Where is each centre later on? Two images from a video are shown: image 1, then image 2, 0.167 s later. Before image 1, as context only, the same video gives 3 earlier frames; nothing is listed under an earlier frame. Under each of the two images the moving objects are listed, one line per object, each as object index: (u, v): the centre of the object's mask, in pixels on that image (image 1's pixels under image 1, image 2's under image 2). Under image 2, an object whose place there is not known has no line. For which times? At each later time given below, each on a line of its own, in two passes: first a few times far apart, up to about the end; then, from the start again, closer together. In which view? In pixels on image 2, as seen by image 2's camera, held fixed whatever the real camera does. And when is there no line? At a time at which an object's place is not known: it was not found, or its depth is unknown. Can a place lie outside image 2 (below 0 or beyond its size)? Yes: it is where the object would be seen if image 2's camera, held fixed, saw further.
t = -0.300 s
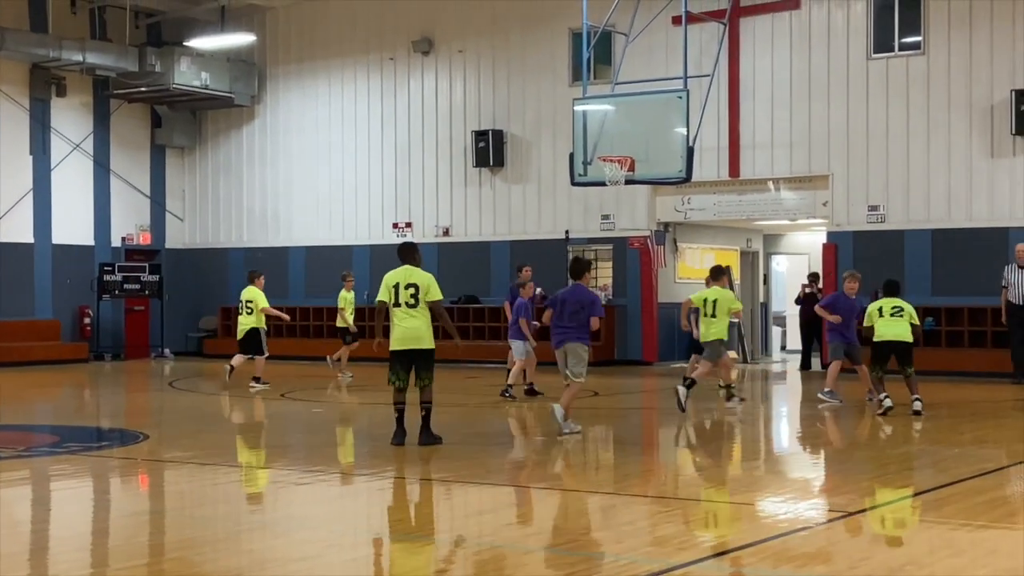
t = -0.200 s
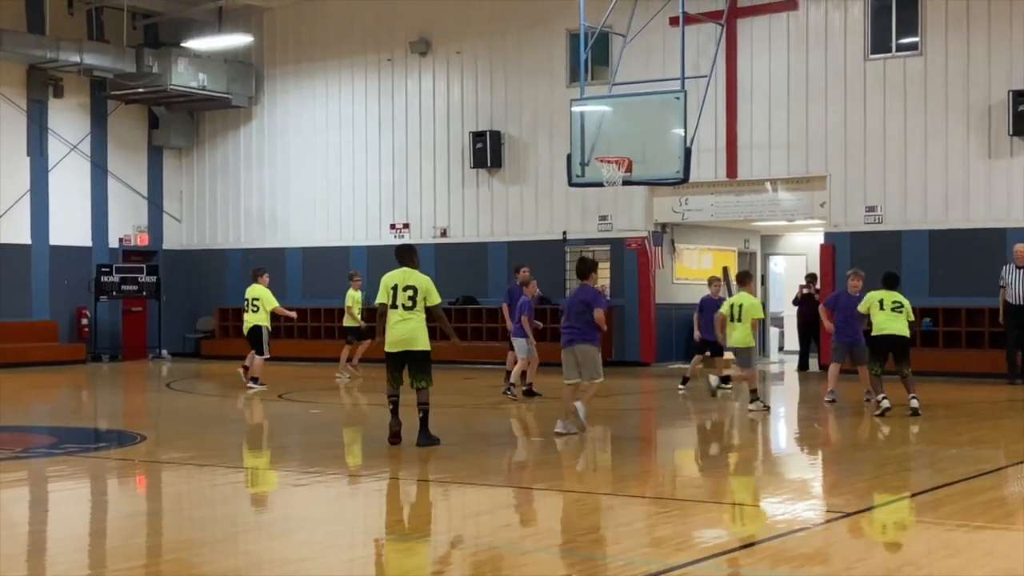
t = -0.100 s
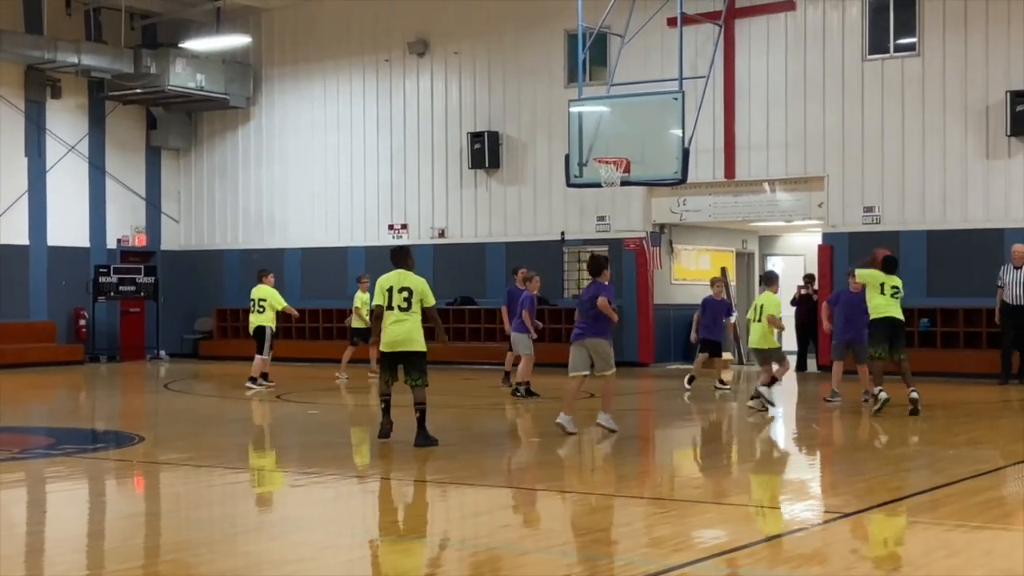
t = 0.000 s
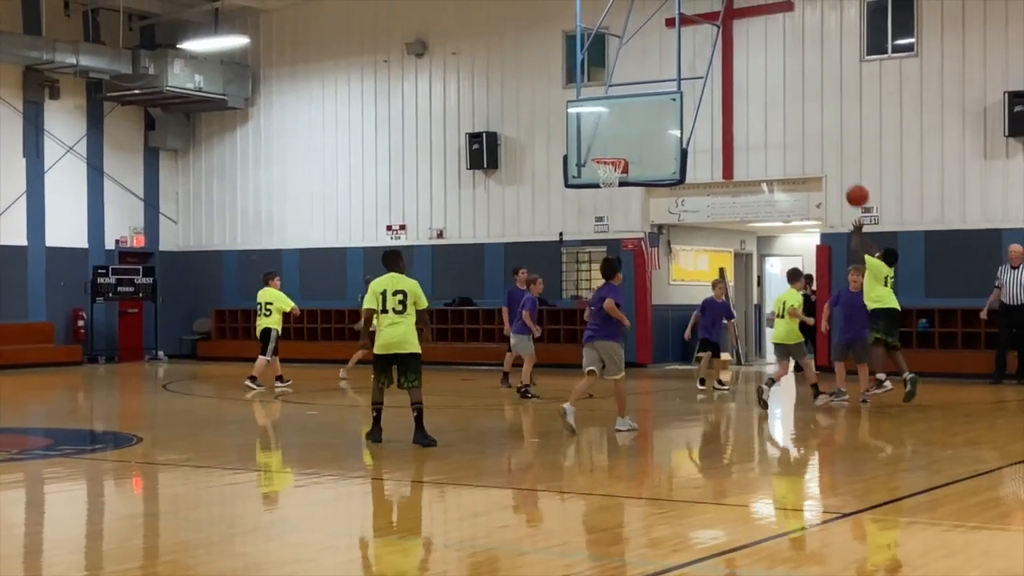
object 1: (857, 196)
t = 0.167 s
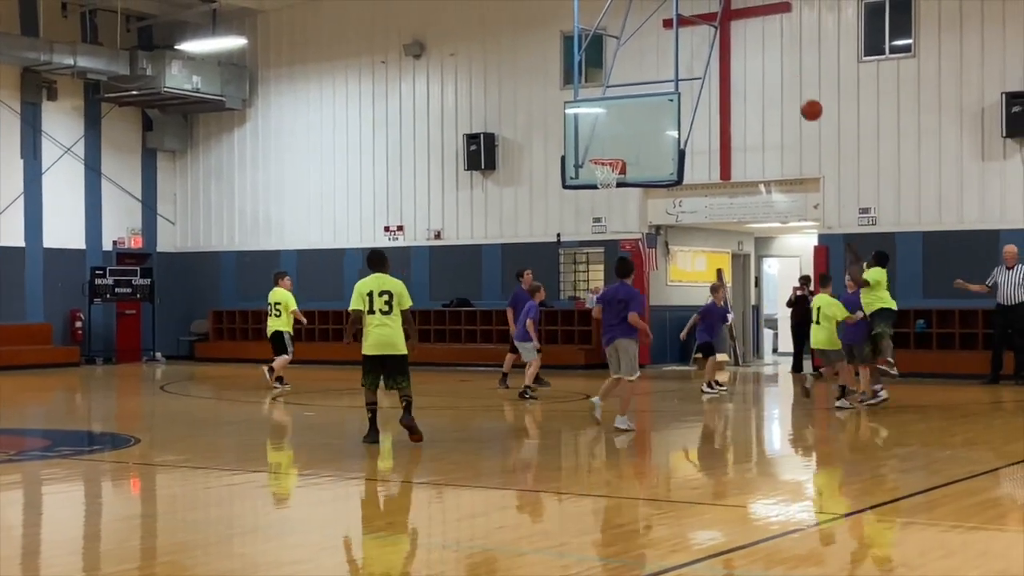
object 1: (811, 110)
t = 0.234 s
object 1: (795, 85)
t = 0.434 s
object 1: (752, 39)
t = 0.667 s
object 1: (708, 32)
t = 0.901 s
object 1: (670, 65)
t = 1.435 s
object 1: (589, 189)
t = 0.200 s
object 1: (804, 97)
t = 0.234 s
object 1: (795, 85)
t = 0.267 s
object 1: (788, 75)
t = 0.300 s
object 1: (780, 66)
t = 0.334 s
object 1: (773, 57)
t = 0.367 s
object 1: (766, 50)
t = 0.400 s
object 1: (759, 44)
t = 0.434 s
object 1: (752, 39)
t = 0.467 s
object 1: (745, 36)
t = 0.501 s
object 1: (739, 33)
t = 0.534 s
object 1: (733, 30)
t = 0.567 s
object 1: (726, 29)
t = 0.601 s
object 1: (716, 30)
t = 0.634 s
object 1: (713, 31)
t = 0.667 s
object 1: (708, 32)
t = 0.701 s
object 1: (703, 34)
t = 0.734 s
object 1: (697, 38)
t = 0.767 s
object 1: (691, 42)
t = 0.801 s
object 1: (686, 47)
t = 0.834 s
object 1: (680, 52)
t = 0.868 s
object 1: (676, 58)
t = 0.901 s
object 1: (670, 65)
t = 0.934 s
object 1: (665, 73)
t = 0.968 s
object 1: (660, 81)
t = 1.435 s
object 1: (589, 189)
